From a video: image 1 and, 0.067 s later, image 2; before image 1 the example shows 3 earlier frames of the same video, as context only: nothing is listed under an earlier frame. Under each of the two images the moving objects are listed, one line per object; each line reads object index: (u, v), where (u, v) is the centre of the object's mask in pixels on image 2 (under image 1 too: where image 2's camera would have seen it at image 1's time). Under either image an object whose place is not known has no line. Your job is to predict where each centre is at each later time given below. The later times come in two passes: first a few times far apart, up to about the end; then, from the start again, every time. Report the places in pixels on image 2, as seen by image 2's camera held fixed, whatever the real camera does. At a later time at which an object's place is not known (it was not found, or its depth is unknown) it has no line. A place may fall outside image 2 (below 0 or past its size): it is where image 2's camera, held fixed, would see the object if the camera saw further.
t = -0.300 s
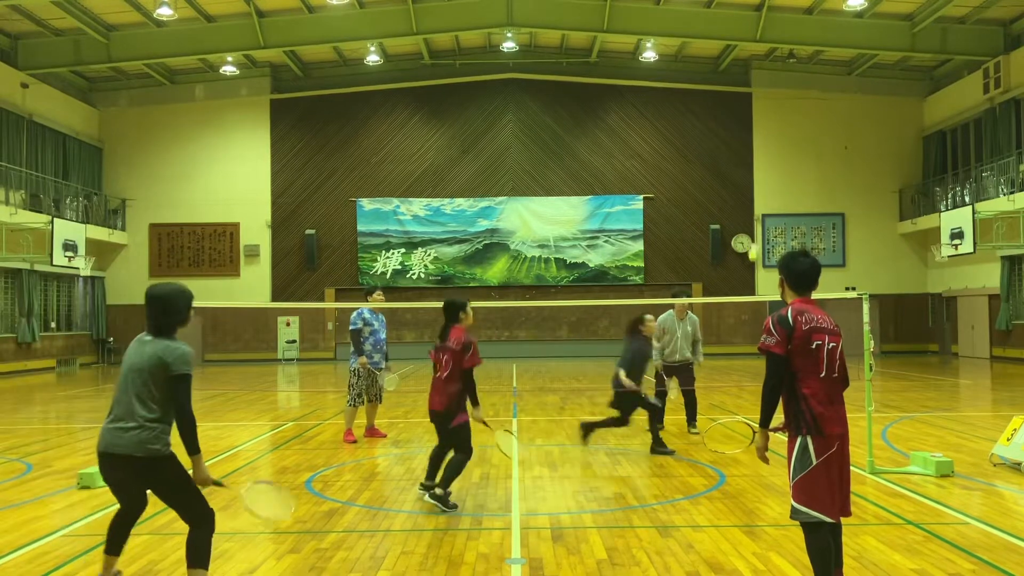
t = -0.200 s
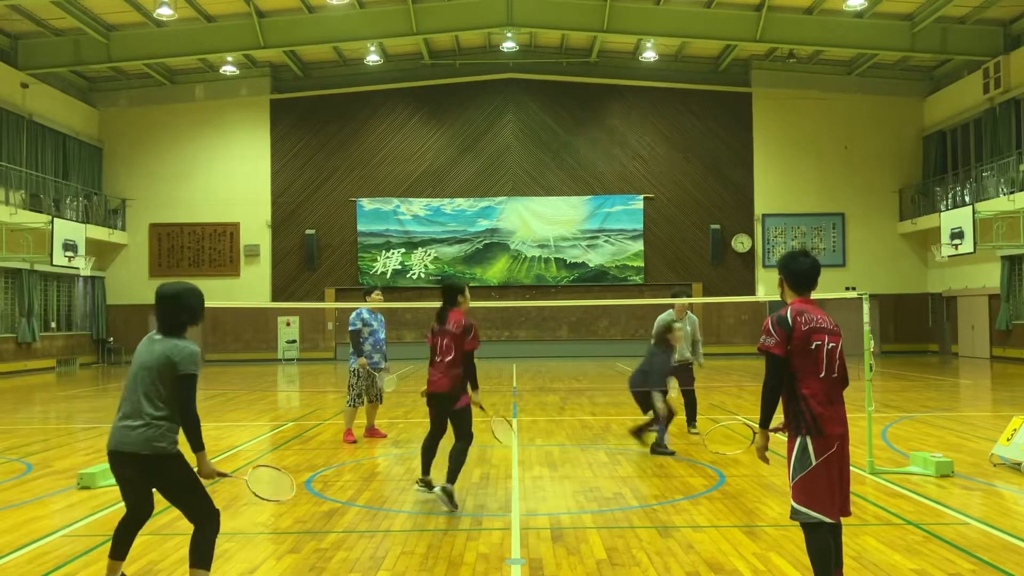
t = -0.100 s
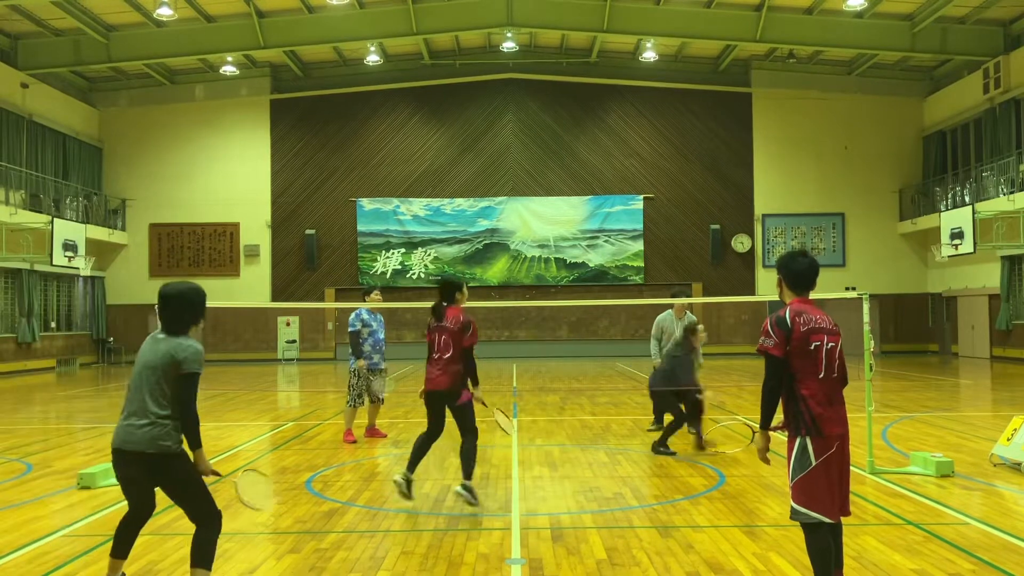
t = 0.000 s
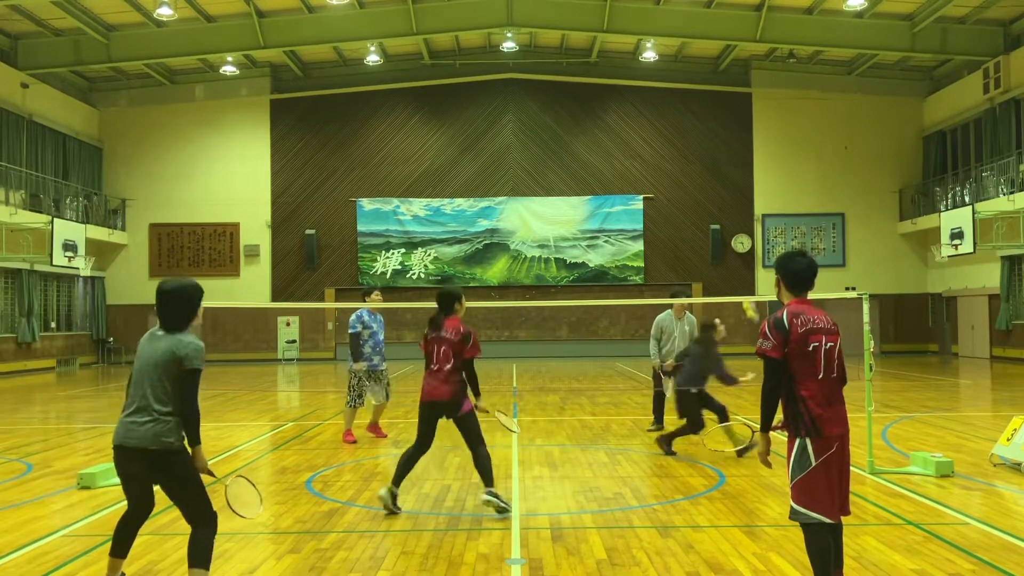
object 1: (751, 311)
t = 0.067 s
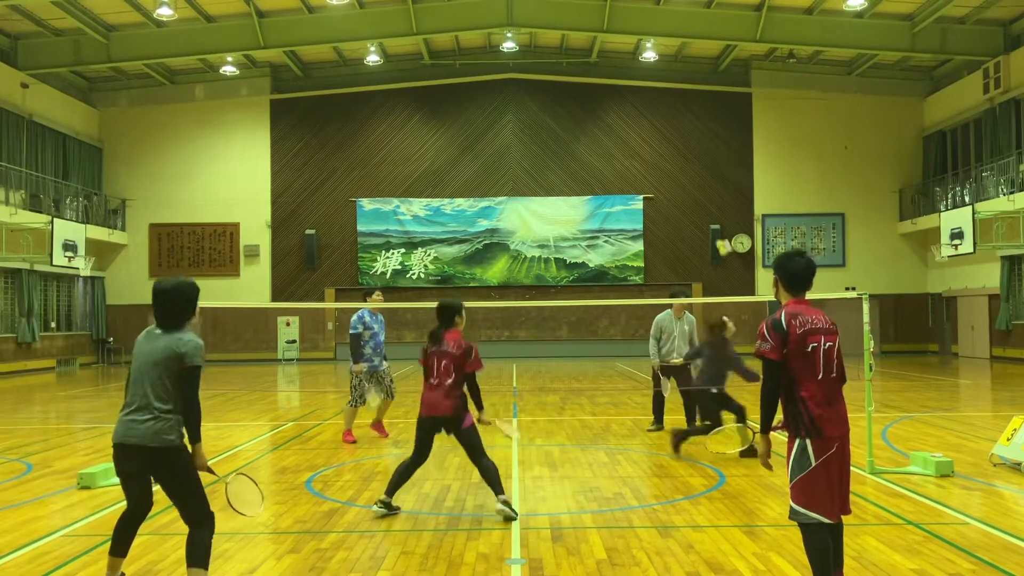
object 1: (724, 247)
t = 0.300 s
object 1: (665, 127)
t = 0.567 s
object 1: (620, 87)
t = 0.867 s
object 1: (582, 121)
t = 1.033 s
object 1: (567, 166)
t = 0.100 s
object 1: (713, 223)
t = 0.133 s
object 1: (702, 202)
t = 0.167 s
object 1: (693, 182)
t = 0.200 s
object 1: (685, 164)
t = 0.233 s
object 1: (679, 151)
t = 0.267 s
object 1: (671, 138)
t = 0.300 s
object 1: (665, 127)
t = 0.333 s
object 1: (658, 118)
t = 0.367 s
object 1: (651, 110)
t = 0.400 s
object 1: (645, 103)
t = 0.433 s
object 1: (639, 97)
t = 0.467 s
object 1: (634, 93)
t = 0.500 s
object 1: (629, 90)
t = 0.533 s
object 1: (625, 88)
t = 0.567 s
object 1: (620, 87)
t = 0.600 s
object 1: (615, 87)
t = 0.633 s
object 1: (611, 88)
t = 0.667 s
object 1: (606, 91)
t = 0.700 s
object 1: (602, 94)
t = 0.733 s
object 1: (598, 97)
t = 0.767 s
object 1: (593, 102)
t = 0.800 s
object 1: (590, 108)
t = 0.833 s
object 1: (586, 114)
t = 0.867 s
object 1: (582, 121)
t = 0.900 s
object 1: (579, 129)
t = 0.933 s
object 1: (576, 137)
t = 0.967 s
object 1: (573, 147)
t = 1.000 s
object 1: (570, 156)
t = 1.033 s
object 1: (567, 166)
